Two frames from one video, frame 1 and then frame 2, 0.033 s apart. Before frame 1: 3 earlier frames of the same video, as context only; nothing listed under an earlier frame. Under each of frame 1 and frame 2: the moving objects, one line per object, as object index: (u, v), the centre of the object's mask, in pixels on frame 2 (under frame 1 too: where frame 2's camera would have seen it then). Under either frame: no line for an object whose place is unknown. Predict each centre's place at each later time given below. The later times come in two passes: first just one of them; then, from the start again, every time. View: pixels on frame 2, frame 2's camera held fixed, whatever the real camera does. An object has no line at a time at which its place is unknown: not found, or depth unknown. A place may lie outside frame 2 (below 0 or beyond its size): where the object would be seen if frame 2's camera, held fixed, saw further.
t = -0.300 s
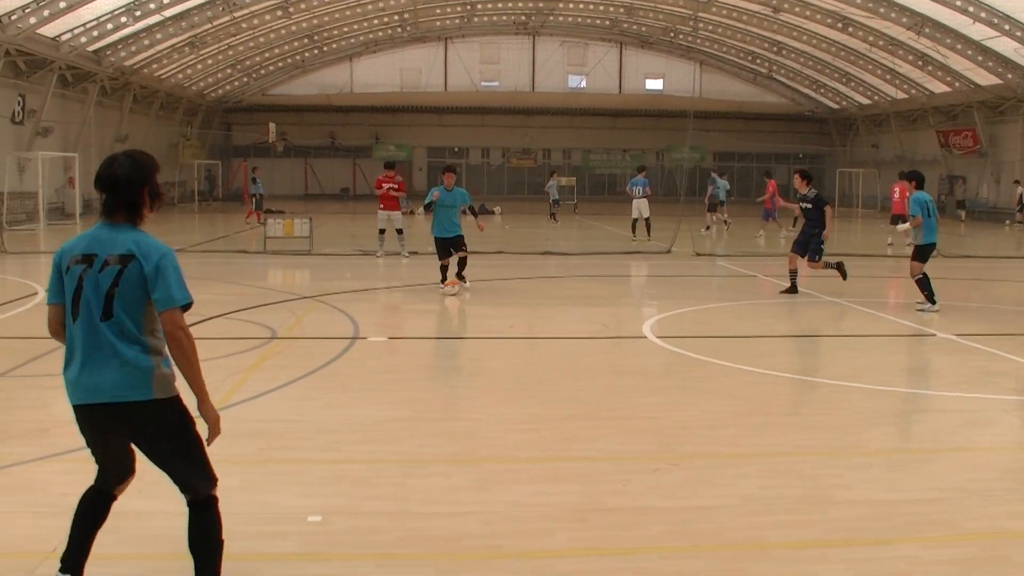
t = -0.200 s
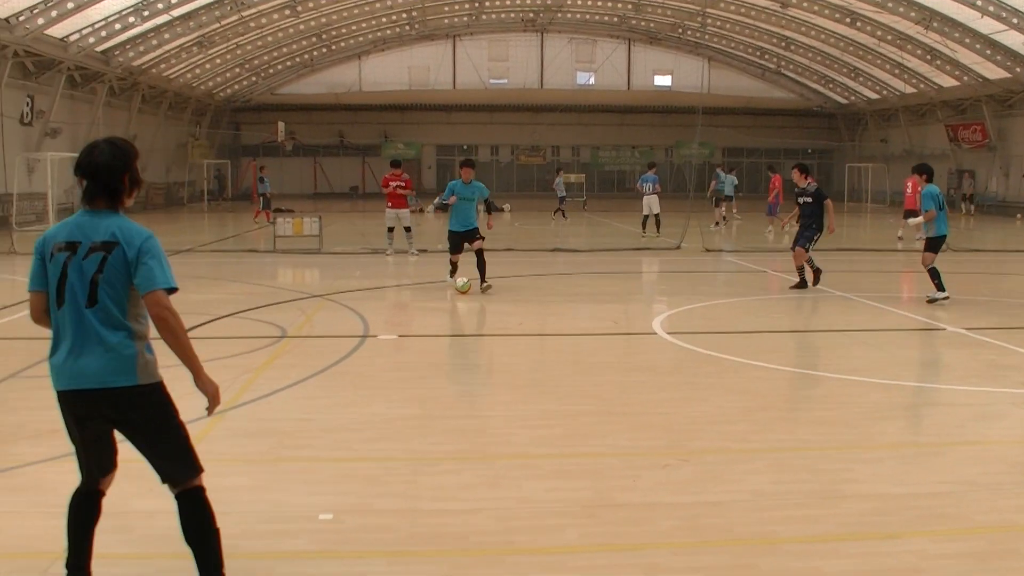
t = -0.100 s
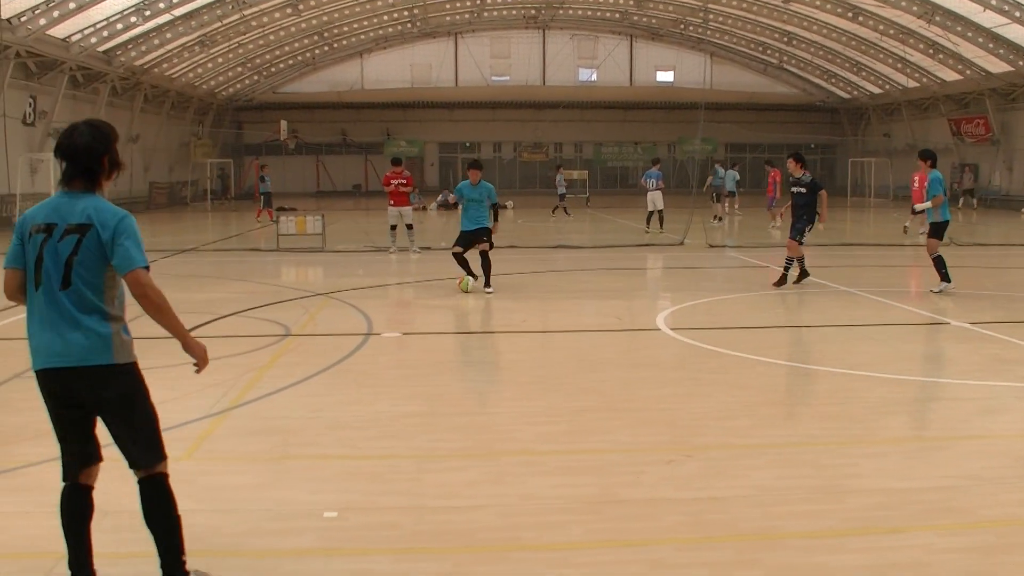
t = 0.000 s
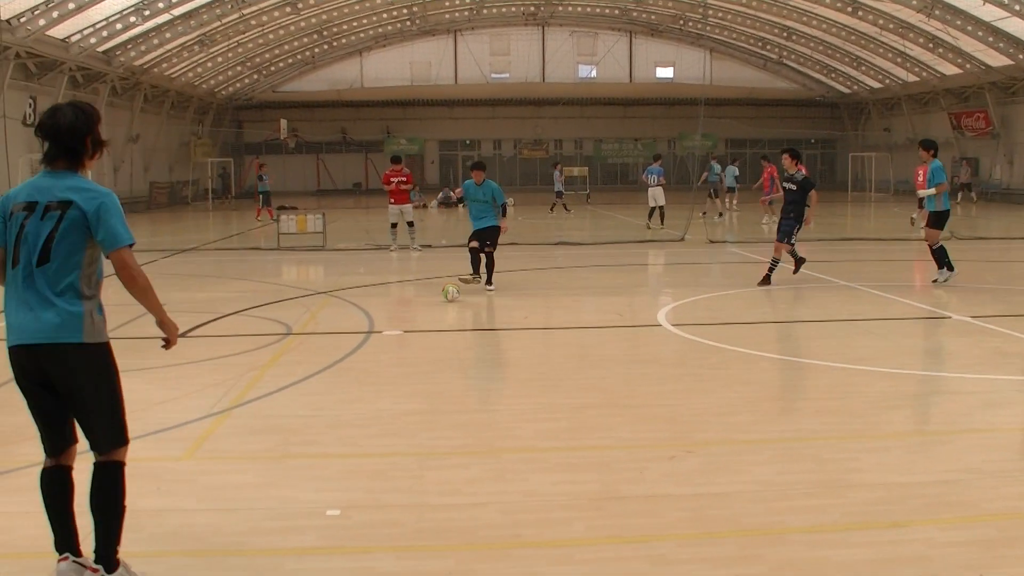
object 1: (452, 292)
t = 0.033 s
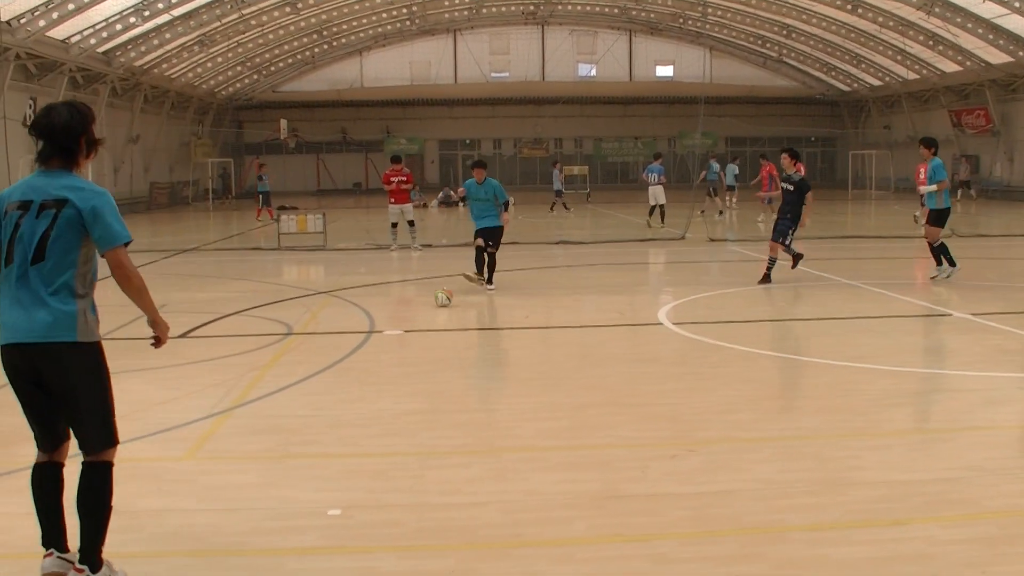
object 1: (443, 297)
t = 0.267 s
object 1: (370, 344)
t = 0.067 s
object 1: (435, 301)
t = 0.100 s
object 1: (426, 307)
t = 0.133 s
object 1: (417, 314)
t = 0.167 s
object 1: (406, 321)
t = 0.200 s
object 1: (395, 328)
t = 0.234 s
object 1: (383, 335)
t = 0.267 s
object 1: (370, 344)
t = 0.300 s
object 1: (358, 353)
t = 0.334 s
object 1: (343, 363)
